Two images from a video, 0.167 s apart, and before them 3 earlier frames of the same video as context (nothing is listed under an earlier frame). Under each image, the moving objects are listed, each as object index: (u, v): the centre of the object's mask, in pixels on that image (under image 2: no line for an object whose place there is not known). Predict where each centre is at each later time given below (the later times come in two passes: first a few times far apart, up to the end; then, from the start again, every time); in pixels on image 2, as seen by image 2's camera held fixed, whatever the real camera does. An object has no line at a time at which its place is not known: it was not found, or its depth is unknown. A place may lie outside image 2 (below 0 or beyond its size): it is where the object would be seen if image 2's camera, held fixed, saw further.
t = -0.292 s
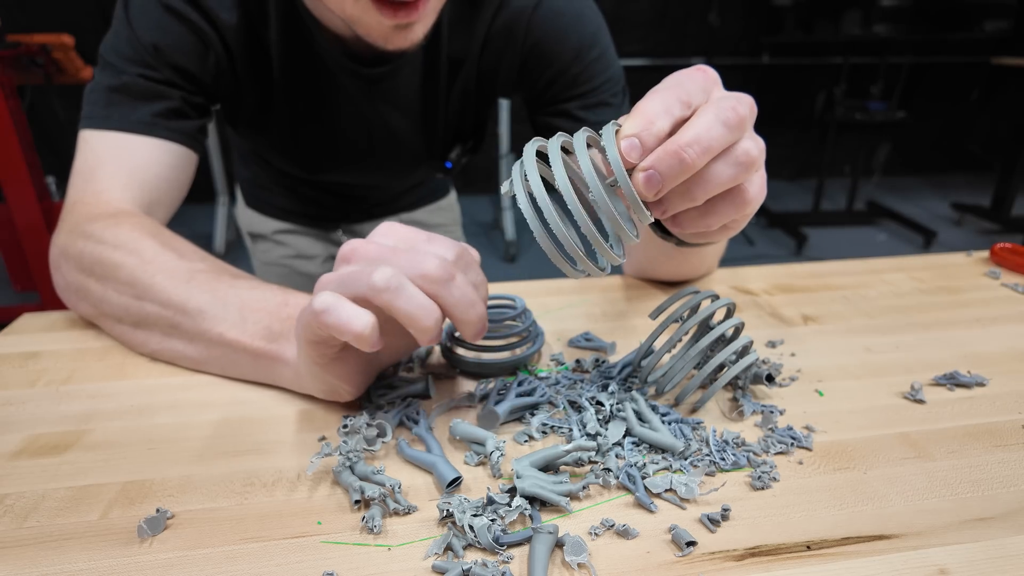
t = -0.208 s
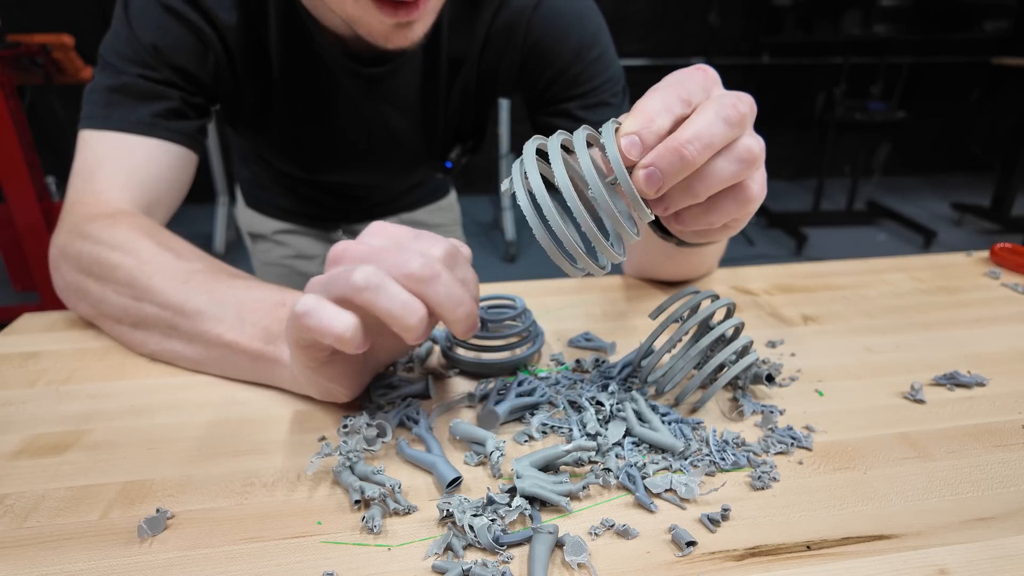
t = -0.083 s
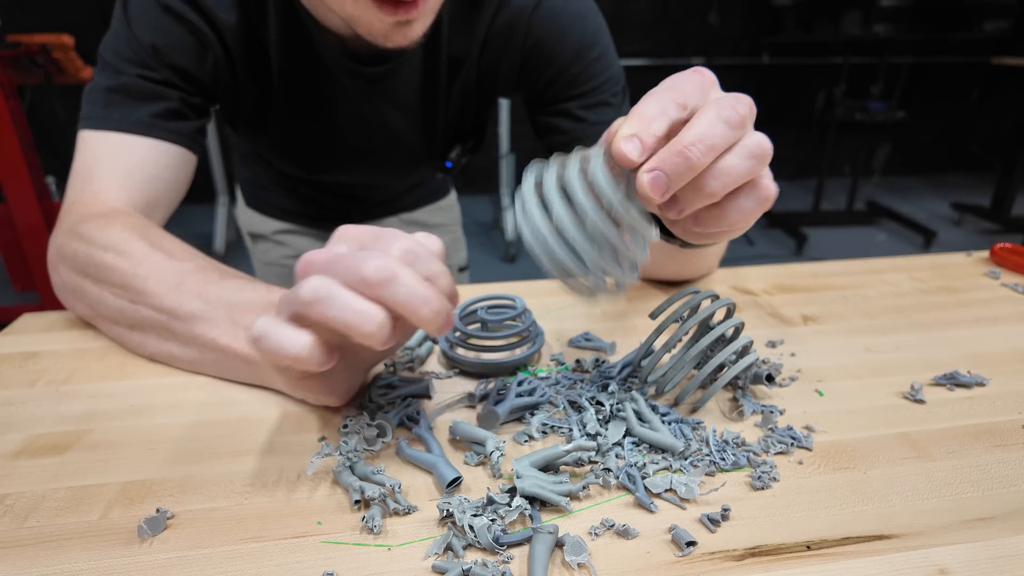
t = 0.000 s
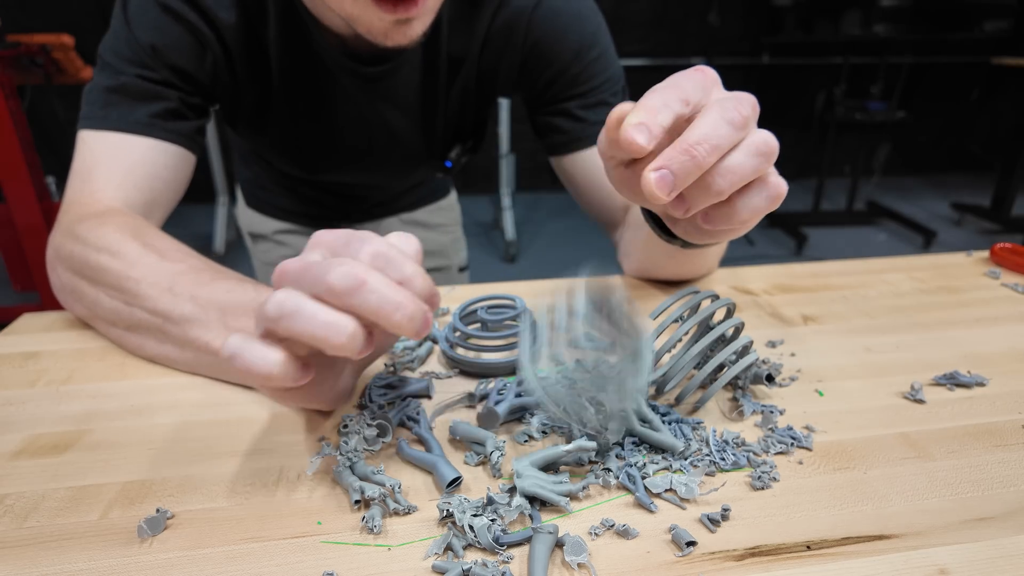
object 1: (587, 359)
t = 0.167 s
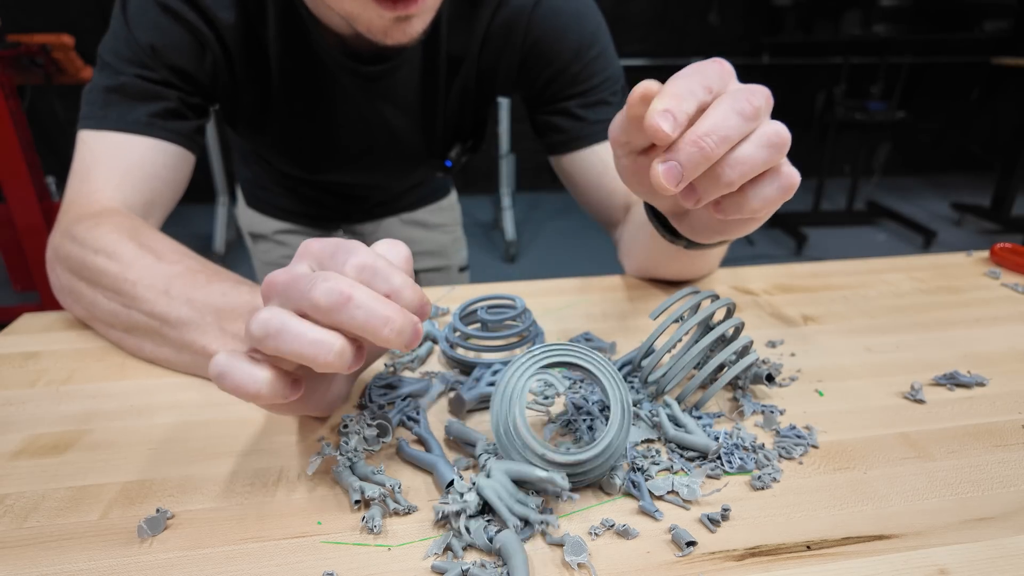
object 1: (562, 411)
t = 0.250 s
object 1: (554, 418)
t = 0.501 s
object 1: (546, 411)
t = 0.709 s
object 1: (551, 415)
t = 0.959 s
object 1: (551, 417)
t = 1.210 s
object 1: (551, 418)
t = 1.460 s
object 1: (551, 417)
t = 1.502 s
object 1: (551, 415)
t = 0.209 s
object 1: (558, 414)
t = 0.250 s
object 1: (554, 418)
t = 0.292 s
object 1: (552, 417)
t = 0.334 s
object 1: (551, 414)
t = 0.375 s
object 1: (549, 412)
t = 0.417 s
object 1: (547, 413)
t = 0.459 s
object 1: (546, 408)
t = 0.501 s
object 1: (546, 411)
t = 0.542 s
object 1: (548, 413)
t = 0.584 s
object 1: (549, 413)
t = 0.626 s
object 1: (550, 417)
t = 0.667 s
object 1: (552, 417)
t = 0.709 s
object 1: (551, 415)
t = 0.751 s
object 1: (551, 418)
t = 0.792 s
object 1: (551, 416)
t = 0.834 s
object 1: (551, 416)
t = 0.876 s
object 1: (551, 418)
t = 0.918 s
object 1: (551, 416)
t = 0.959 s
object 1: (551, 417)
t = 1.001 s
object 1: (551, 417)
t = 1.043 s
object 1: (551, 415)
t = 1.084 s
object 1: (551, 418)
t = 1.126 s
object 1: (551, 417)
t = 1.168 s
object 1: (551, 416)
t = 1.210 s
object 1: (551, 418)
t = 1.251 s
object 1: (551, 416)
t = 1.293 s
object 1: (551, 416)
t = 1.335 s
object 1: (551, 418)
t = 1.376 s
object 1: (551, 416)
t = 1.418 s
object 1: (550, 417)
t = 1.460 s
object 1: (551, 417)
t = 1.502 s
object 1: (551, 415)
